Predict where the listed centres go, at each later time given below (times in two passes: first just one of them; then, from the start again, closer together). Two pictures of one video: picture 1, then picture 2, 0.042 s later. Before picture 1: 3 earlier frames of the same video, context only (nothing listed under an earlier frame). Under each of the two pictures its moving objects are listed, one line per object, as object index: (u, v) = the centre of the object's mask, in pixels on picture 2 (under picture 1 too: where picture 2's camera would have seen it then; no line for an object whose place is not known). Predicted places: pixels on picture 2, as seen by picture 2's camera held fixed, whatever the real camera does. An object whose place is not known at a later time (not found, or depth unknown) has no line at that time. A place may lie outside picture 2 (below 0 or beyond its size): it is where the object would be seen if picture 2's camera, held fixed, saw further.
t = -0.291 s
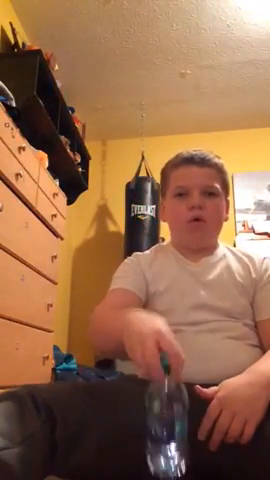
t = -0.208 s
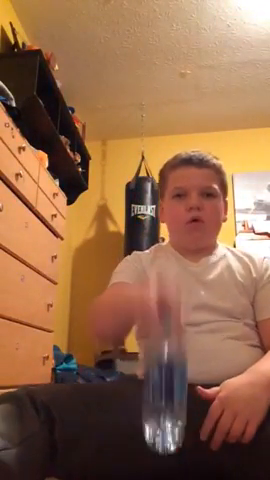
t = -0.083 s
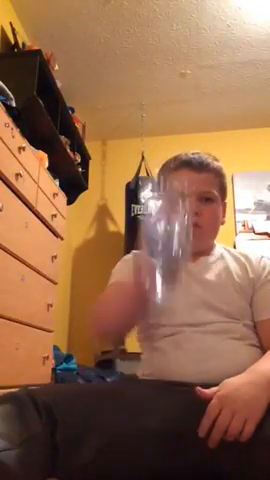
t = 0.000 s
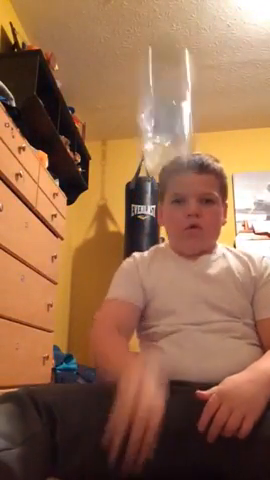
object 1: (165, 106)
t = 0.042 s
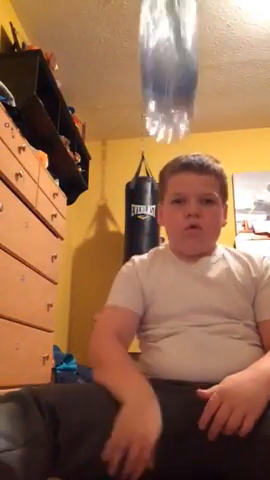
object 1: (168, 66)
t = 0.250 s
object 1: (188, 60)
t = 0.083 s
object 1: (170, 60)
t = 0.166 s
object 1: (177, 52)
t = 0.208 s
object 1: (182, 53)
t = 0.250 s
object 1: (188, 60)
